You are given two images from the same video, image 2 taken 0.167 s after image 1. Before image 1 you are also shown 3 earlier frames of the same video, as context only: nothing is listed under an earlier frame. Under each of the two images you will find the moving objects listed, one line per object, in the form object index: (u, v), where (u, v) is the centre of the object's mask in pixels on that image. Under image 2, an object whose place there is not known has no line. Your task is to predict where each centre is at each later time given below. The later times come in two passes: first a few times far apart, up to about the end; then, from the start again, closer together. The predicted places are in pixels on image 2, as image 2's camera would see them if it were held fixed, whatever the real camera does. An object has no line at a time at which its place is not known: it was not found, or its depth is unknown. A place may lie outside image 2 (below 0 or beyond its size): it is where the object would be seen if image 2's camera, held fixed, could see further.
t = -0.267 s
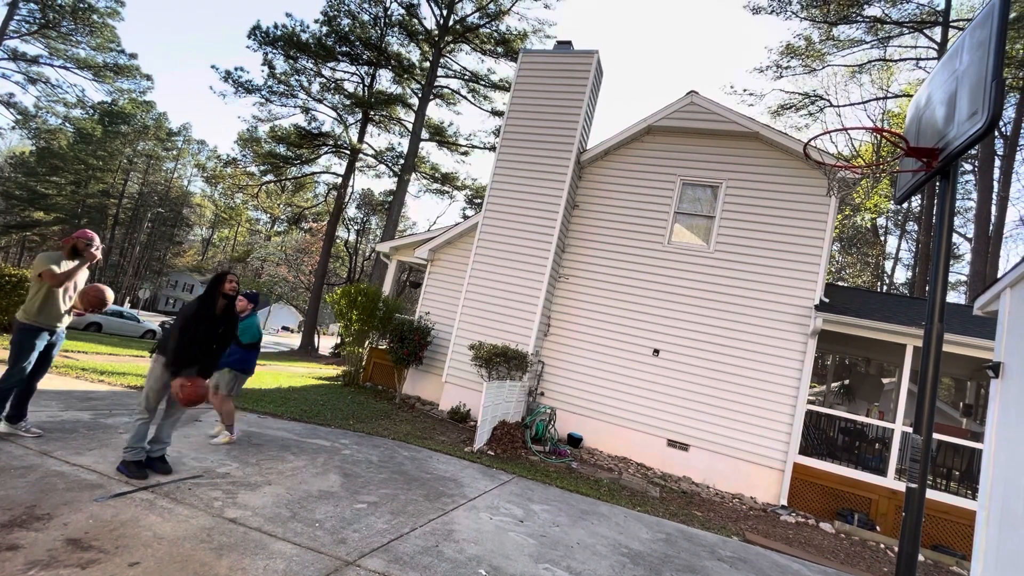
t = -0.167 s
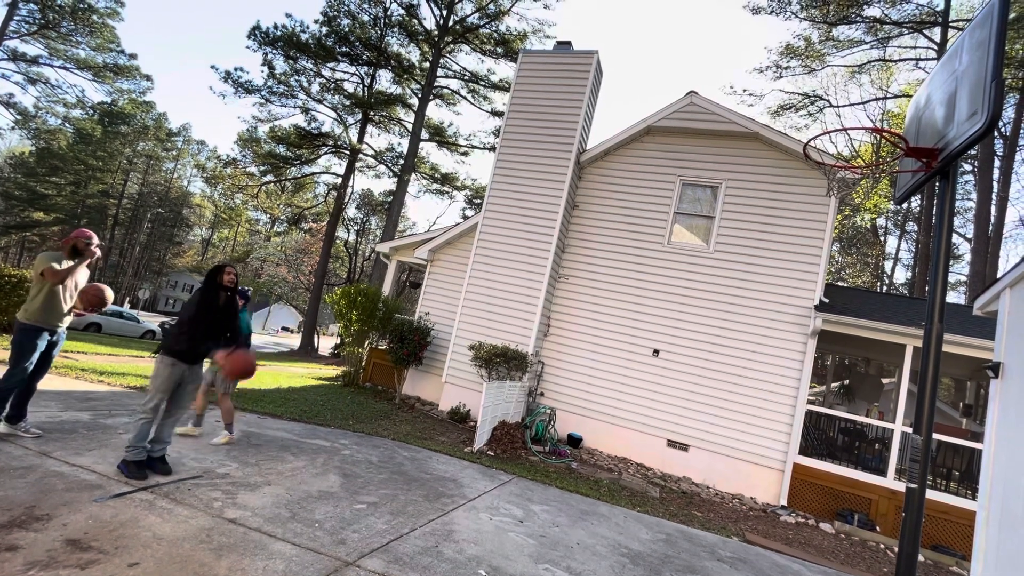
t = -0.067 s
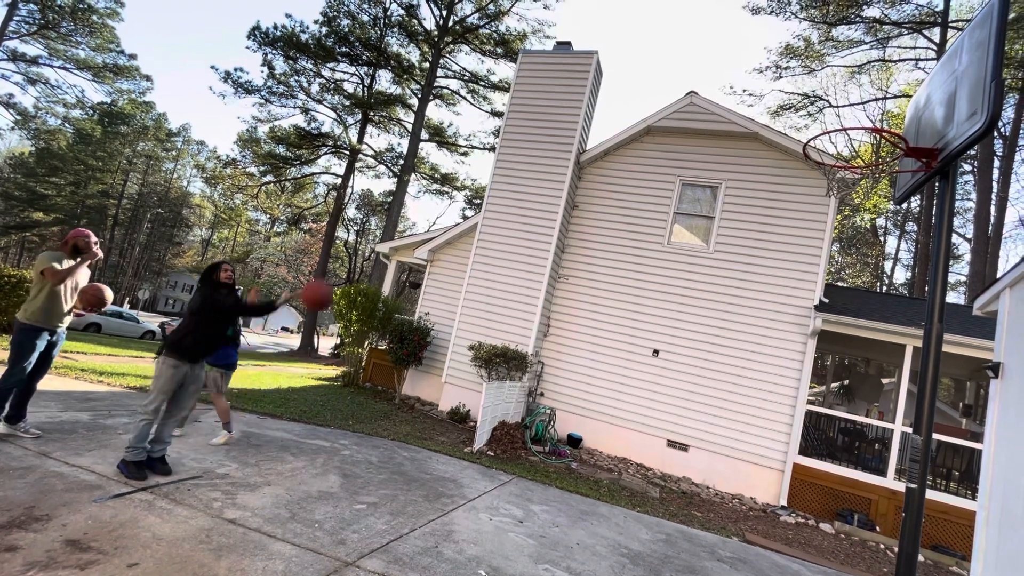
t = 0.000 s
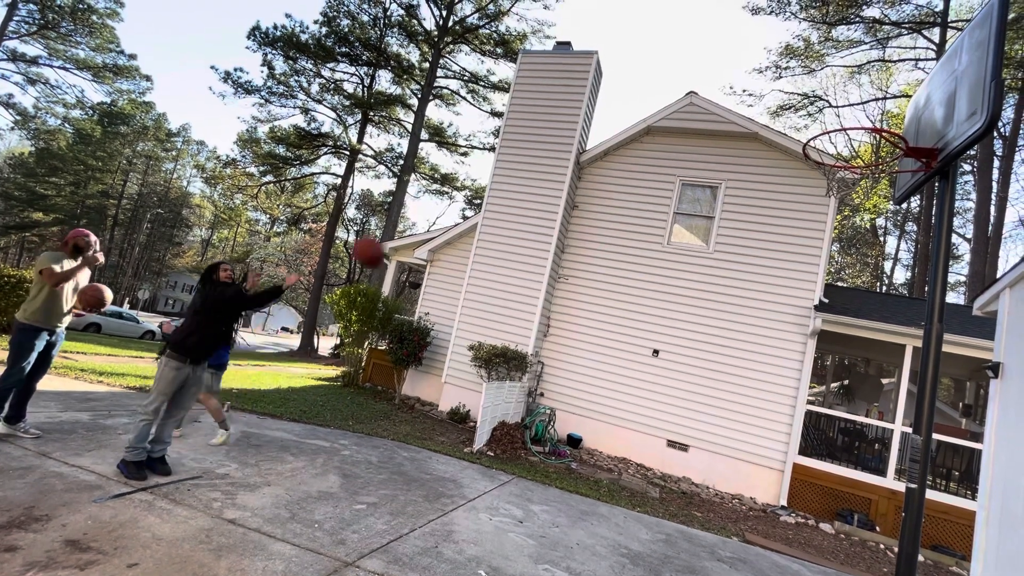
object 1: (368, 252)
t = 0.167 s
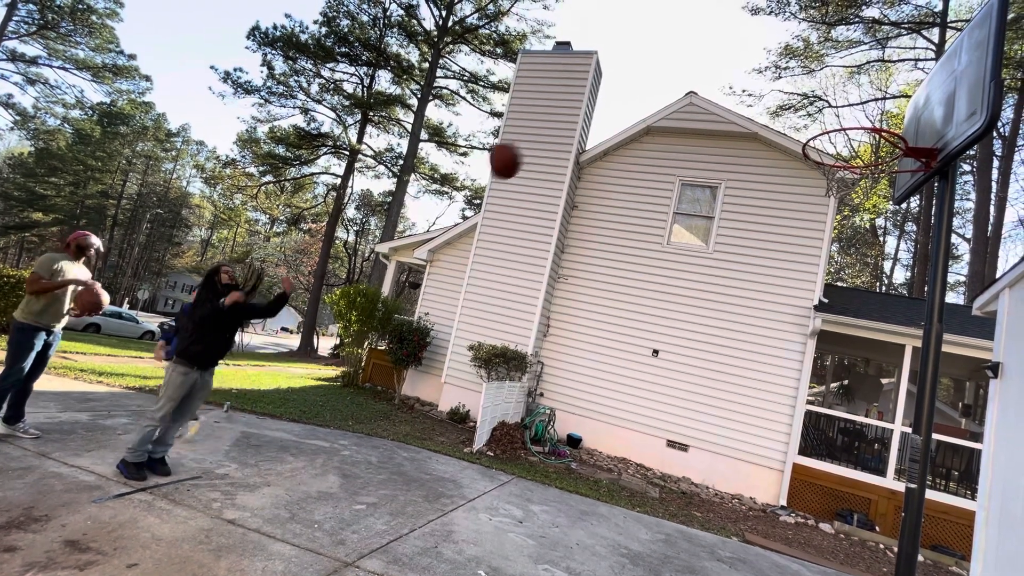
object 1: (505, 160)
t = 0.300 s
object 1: (618, 108)
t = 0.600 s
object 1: (914, 74)
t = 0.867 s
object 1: (777, 115)
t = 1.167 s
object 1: (609, 271)
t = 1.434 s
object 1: (458, 497)
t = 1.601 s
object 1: (420, 477)
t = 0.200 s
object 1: (532, 145)
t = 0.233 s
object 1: (560, 131)
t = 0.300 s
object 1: (618, 108)
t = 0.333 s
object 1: (648, 98)
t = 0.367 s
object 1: (679, 90)
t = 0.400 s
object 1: (710, 83)
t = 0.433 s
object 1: (743, 77)
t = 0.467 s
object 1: (775, 73)
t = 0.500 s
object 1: (808, 71)
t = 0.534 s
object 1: (843, 70)
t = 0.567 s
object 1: (878, 71)
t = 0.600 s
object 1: (914, 74)
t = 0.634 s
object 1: (912, 75)
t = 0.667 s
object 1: (892, 75)
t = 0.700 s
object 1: (872, 78)
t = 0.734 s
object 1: (853, 82)
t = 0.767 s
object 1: (834, 88)
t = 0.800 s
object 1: (814, 95)
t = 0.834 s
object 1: (796, 104)
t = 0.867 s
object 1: (777, 115)
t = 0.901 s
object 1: (758, 127)
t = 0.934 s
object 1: (739, 140)
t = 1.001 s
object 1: (702, 170)
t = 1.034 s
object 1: (683, 189)
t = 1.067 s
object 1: (665, 207)
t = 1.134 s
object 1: (628, 248)
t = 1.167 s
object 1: (609, 271)
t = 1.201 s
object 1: (590, 295)
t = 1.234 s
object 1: (572, 320)
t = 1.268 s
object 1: (554, 347)
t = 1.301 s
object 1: (534, 376)
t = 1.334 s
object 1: (514, 403)
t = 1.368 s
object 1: (496, 433)
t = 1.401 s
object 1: (477, 465)
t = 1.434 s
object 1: (458, 497)
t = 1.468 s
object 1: (438, 531)
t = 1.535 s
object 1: (422, 530)
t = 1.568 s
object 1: (421, 503)
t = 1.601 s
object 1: (420, 477)
